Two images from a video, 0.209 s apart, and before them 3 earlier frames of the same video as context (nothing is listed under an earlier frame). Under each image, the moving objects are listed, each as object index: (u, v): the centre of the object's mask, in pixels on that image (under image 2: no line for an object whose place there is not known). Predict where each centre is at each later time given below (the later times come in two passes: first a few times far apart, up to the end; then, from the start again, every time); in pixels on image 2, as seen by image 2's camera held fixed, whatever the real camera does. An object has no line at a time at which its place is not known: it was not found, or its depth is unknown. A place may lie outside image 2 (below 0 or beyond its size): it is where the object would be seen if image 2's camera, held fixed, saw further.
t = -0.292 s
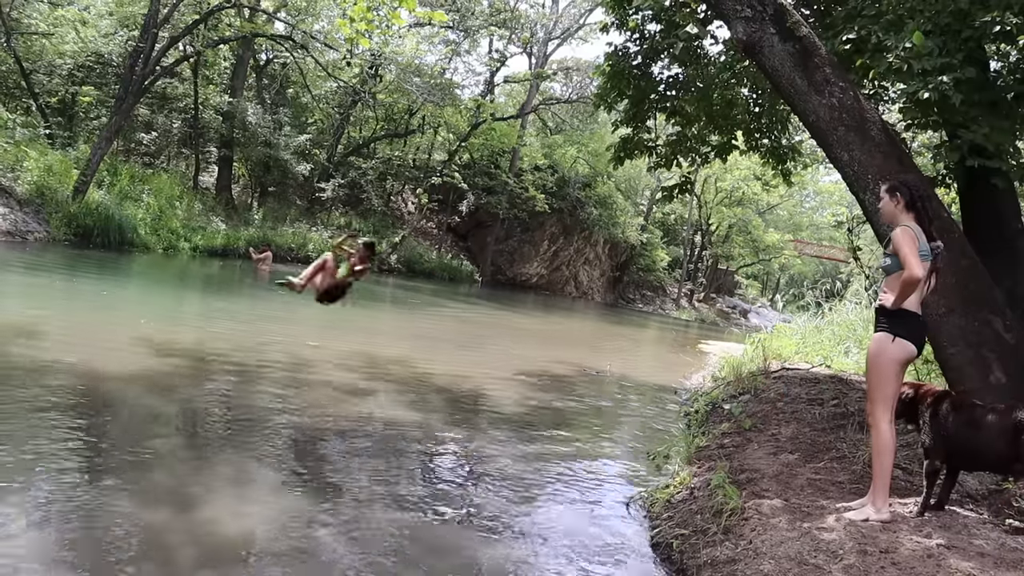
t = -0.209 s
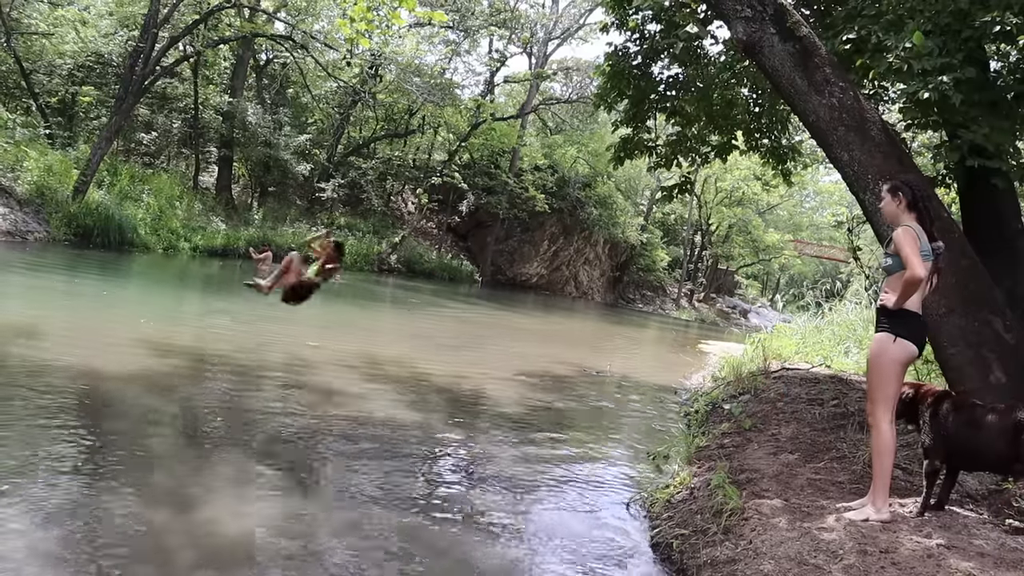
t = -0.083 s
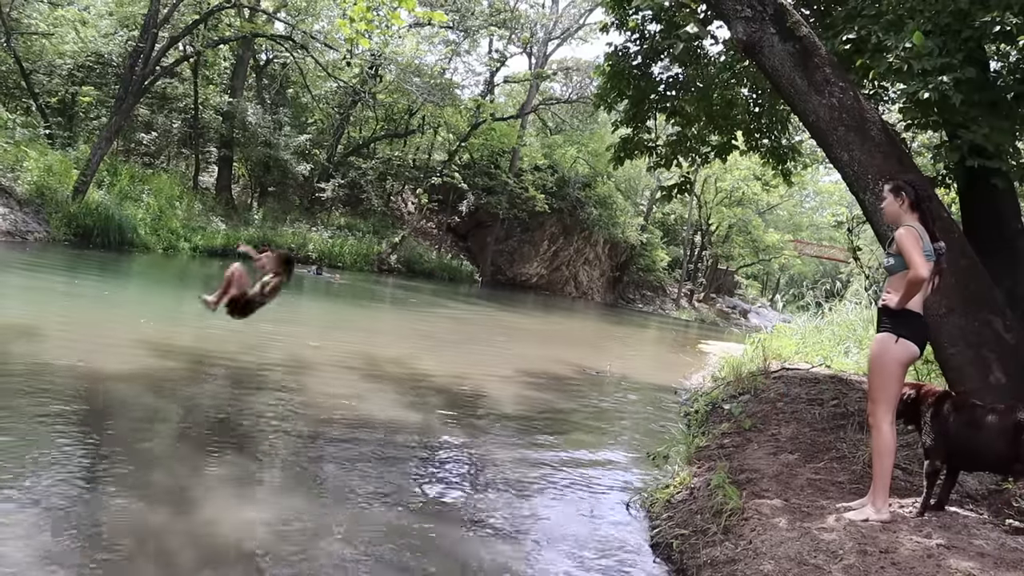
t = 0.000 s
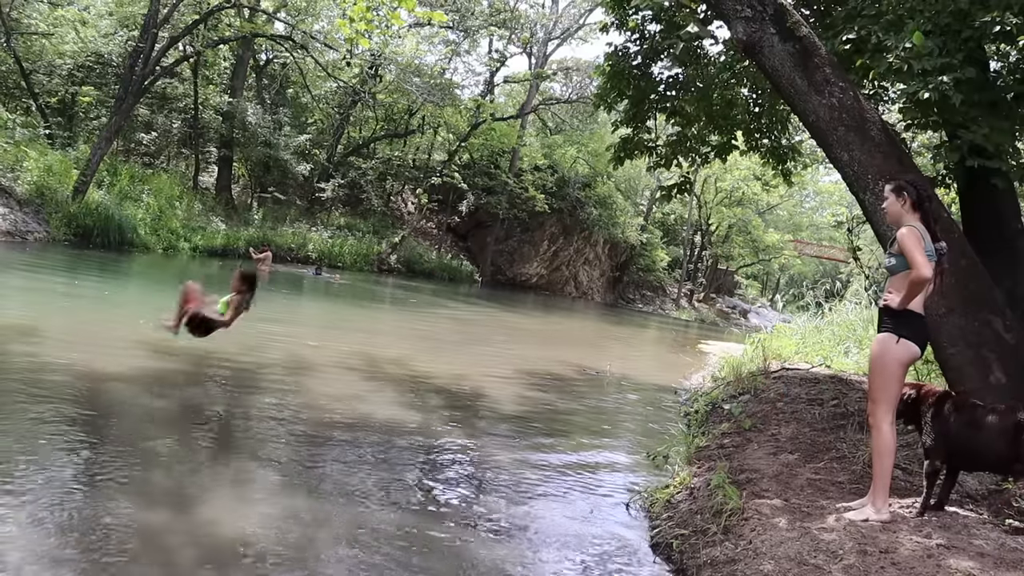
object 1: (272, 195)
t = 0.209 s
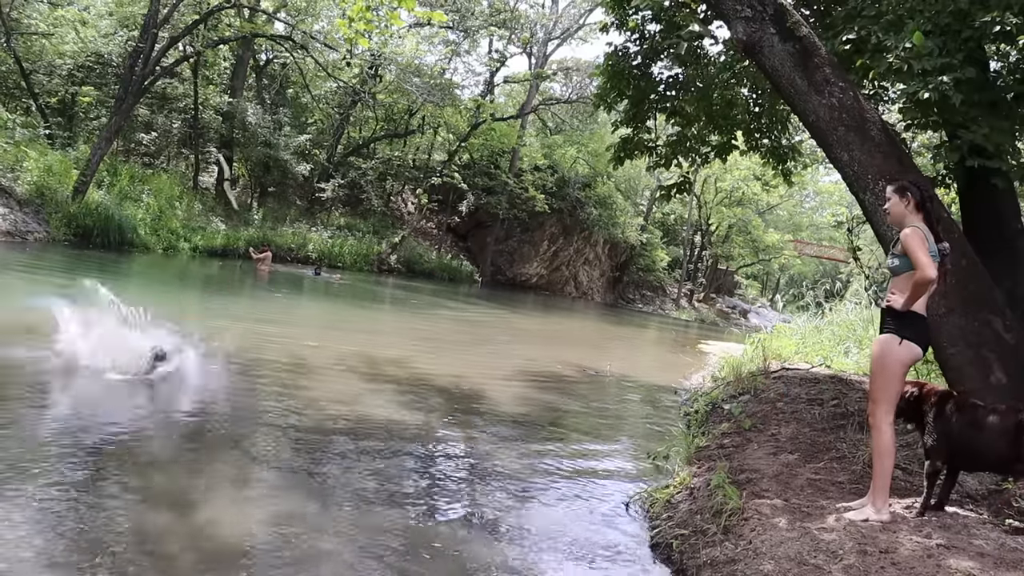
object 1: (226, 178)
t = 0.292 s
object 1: (215, 171)
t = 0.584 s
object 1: (219, 152)
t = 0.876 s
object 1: (323, 160)
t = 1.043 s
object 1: (412, 183)
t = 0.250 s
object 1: (221, 175)
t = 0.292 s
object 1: (215, 171)
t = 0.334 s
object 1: (209, 169)
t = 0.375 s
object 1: (206, 164)
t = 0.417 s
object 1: (205, 160)
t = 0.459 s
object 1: (207, 156)
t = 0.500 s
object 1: (209, 153)
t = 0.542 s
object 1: (214, 153)
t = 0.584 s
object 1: (219, 152)
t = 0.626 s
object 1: (227, 149)
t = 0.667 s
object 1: (243, 148)
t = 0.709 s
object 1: (255, 149)
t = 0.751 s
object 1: (271, 149)
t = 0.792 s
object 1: (285, 153)
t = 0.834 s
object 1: (302, 156)
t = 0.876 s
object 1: (323, 160)
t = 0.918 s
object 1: (343, 164)
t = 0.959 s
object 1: (365, 170)
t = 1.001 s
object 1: (388, 177)
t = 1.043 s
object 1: (412, 183)
